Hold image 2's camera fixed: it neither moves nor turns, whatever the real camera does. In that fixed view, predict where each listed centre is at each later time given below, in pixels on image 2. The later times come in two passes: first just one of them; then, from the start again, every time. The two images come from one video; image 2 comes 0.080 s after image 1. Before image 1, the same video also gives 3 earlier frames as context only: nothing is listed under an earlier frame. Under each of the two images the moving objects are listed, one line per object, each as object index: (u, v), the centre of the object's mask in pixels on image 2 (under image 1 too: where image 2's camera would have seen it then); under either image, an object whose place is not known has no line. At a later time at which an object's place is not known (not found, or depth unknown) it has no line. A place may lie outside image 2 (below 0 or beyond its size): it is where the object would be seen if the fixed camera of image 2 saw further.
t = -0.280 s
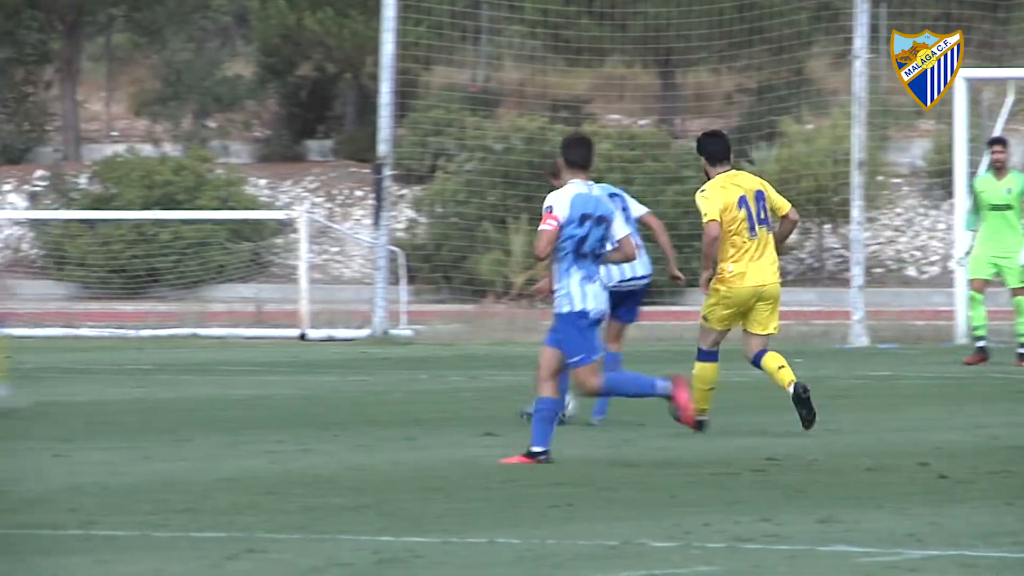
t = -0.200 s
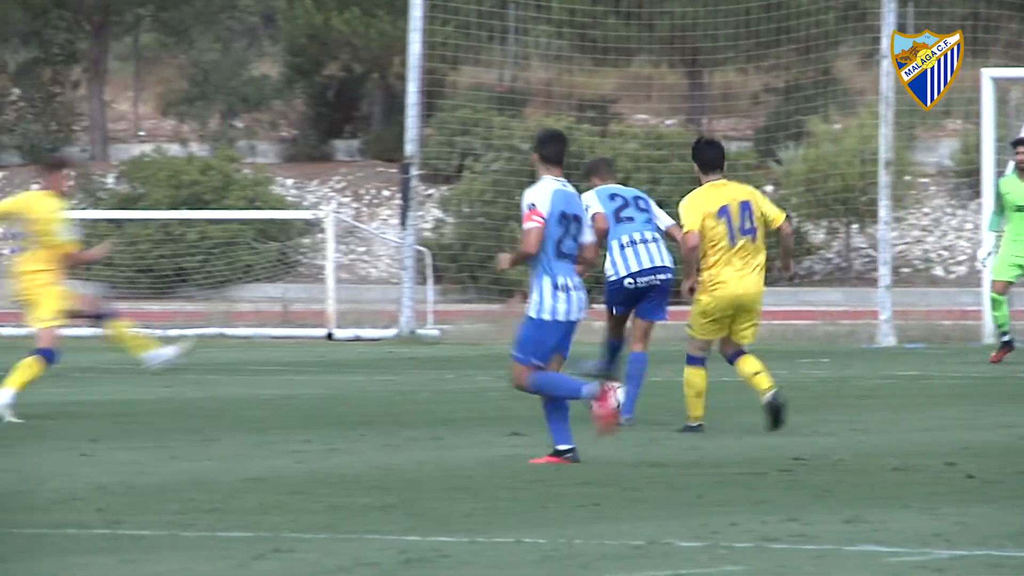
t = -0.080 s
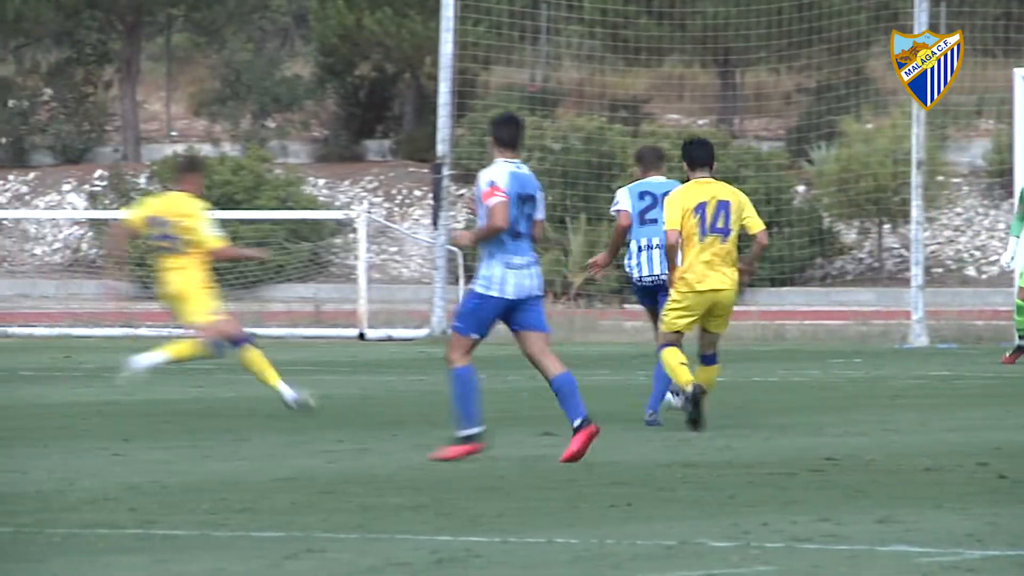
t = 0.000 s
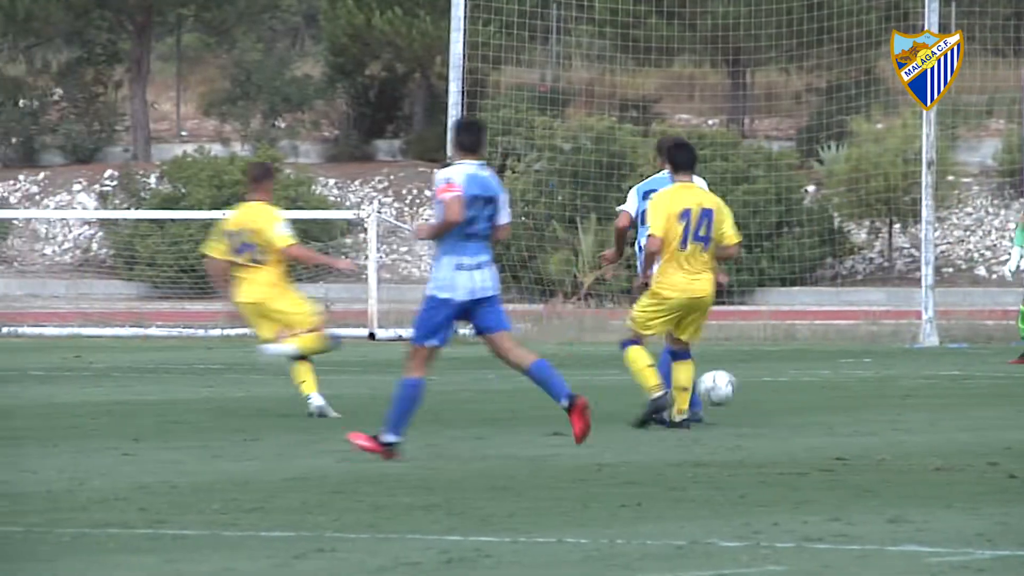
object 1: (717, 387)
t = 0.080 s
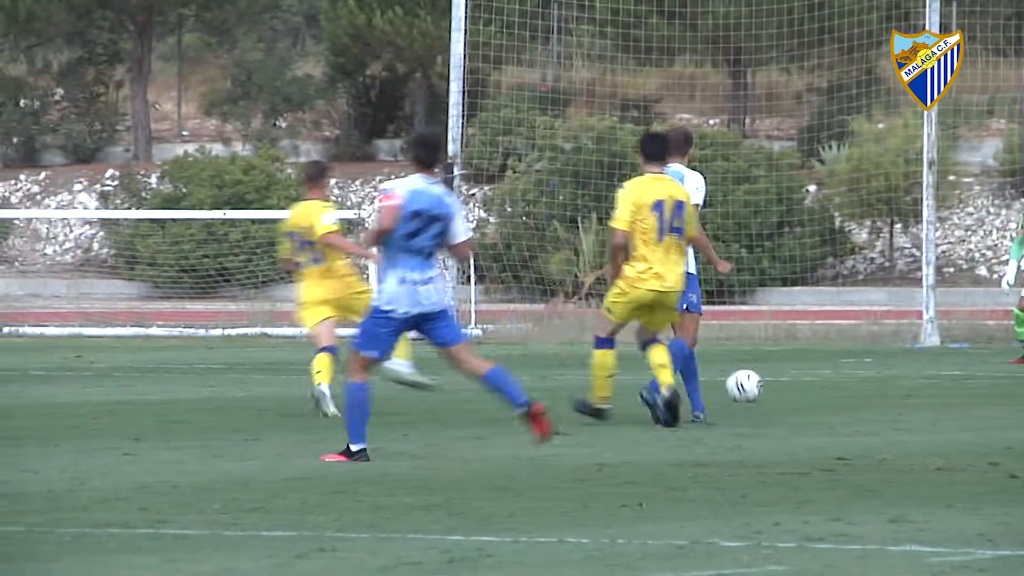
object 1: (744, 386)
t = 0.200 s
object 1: (782, 380)
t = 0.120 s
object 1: (757, 384)
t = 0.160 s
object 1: (769, 382)
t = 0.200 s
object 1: (782, 380)
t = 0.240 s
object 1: (793, 378)
